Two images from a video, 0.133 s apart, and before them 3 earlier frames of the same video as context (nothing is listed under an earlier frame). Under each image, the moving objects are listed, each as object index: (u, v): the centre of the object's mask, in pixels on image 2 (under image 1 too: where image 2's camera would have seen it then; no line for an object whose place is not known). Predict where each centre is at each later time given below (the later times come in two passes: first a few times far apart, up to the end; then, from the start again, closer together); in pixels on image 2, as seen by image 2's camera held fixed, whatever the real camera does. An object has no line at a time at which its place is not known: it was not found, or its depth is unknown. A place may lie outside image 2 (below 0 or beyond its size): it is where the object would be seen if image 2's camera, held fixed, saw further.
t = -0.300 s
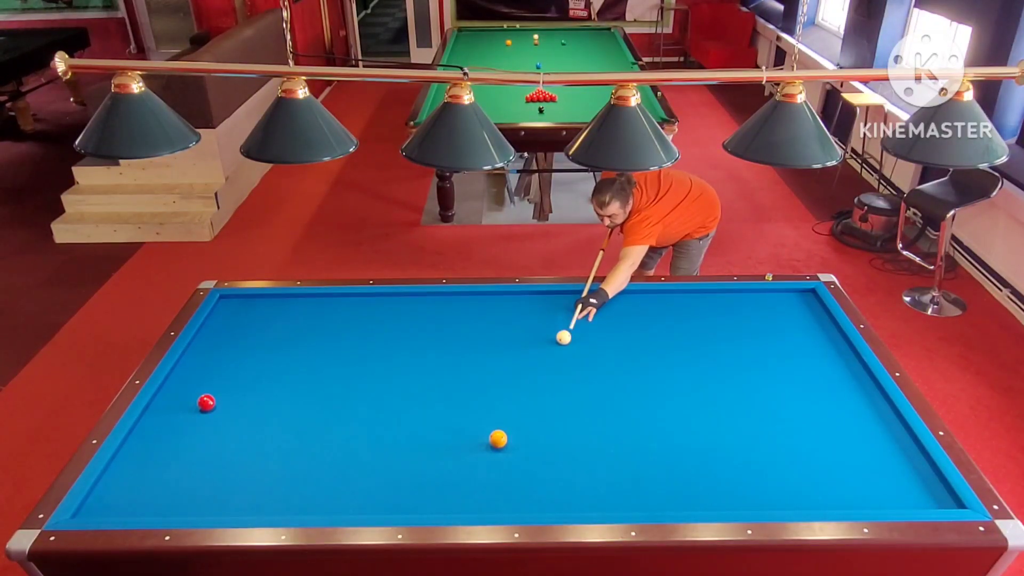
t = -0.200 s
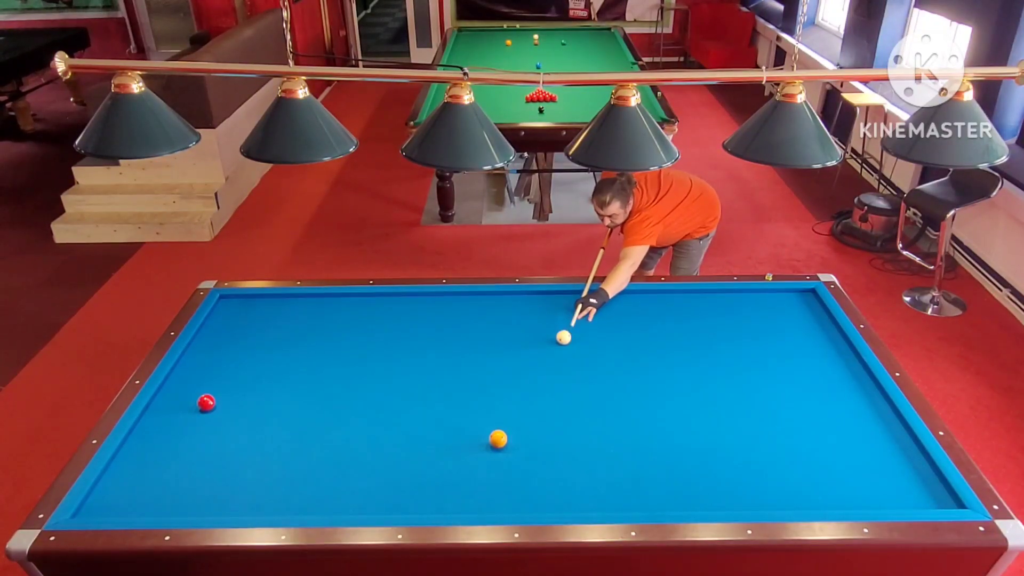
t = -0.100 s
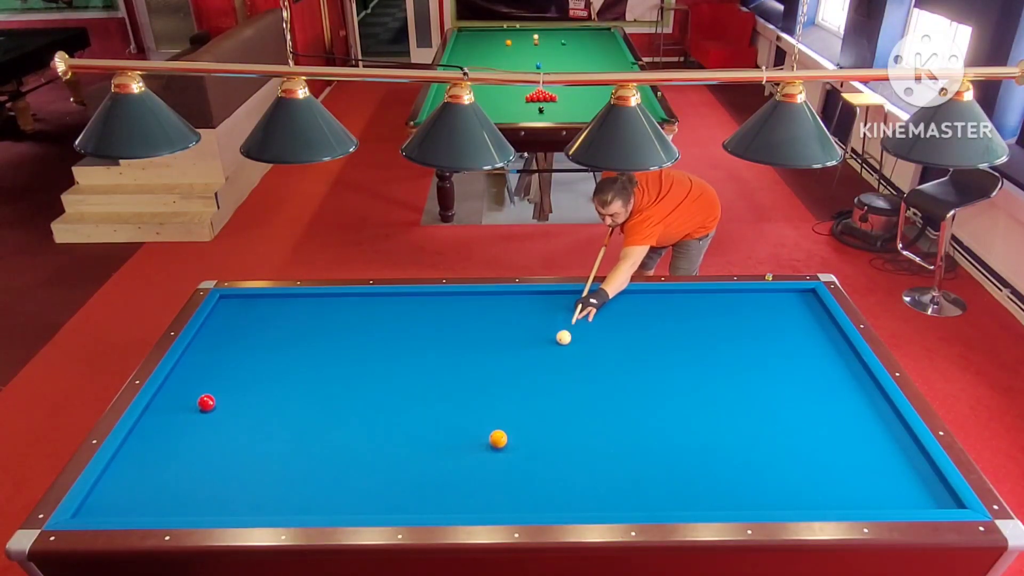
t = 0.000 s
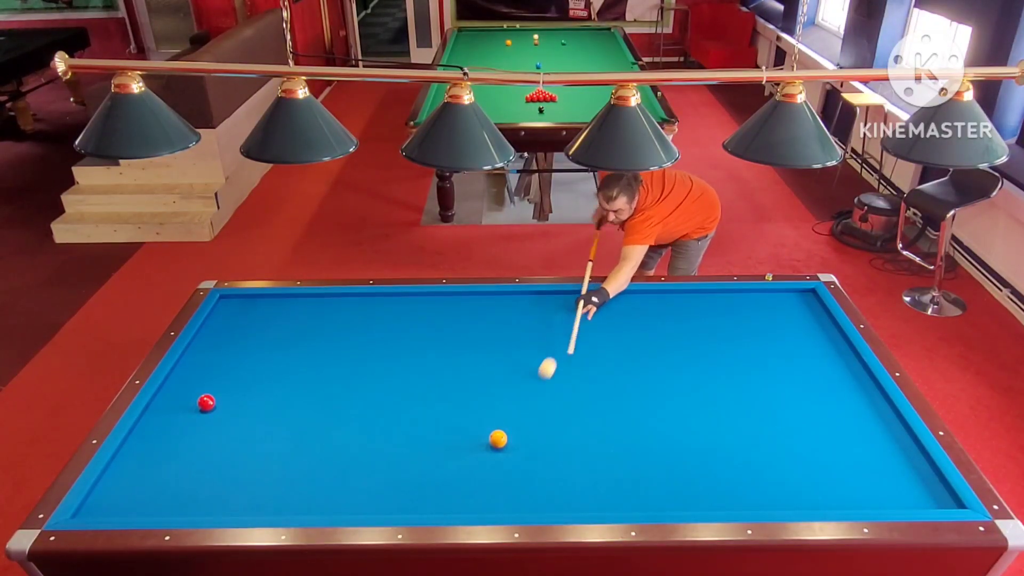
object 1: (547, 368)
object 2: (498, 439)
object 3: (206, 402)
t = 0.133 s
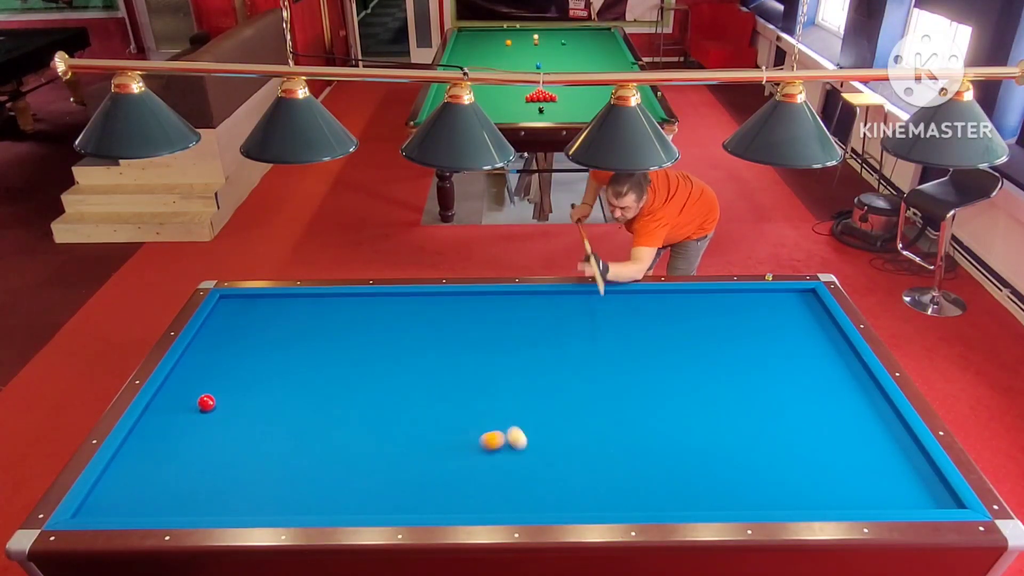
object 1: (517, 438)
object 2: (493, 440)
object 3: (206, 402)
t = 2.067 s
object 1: (708, 334)
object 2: (347, 410)
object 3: (206, 402)
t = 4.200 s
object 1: (334, 492)
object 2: (661, 306)
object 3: (206, 402)
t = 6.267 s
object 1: (160, 409)
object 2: (807, 321)
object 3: (206, 402)
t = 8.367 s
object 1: (243, 368)
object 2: (740, 355)
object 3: (223, 405)
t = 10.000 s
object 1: (265, 353)
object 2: (706, 371)
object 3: (223, 405)
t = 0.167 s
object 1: (526, 452)
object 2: (473, 445)
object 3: (206, 402)
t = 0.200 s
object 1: (536, 467)
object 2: (454, 450)
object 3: (206, 402)
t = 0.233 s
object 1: (546, 482)
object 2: (435, 455)
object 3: (206, 402)
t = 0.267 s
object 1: (557, 497)
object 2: (417, 460)
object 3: (206, 402)
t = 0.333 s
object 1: (581, 494)
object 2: (381, 469)
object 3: (206, 402)
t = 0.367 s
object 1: (593, 483)
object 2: (364, 473)
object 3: (206, 402)
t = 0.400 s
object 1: (604, 472)
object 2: (348, 477)
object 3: (206, 402)
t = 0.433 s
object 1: (615, 462)
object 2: (332, 482)
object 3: (206, 402)
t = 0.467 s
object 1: (626, 453)
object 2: (316, 486)
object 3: (206, 402)
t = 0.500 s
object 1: (636, 444)
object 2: (300, 489)
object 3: (206, 402)
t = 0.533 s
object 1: (646, 436)
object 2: (284, 494)
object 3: (206, 402)
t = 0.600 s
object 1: (665, 422)
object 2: (252, 502)
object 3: (207, 402)
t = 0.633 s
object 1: (674, 415)
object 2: (235, 506)
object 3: (207, 402)
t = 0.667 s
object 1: (682, 409)
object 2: (218, 509)
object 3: (207, 402)
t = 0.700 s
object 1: (691, 403)
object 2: (205, 509)
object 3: (207, 402)
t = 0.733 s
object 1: (699, 397)
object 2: (194, 506)
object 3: (207, 402)
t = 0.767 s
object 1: (707, 391)
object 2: (182, 505)
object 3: (206, 402)
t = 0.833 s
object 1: (723, 380)
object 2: (159, 501)
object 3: (207, 402)
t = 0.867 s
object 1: (731, 374)
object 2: (147, 499)
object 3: (207, 402)
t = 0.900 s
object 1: (738, 369)
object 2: (136, 497)
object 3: (206, 402)
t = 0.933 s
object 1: (745, 364)
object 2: (124, 496)
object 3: (206, 402)
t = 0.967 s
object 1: (753, 359)
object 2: (113, 494)
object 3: (206, 402)
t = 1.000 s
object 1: (760, 354)
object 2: (101, 492)
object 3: (206, 402)
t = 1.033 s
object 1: (766, 349)
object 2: (101, 489)
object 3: (206, 402)
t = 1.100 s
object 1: (780, 339)
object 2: (125, 483)
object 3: (206, 402)
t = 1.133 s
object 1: (786, 335)
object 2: (136, 480)
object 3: (206, 402)
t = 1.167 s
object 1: (792, 330)
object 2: (145, 477)
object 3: (206, 402)
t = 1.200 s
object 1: (799, 326)
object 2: (155, 474)
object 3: (206, 402)
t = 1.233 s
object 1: (805, 322)
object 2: (163, 471)
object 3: (206, 402)
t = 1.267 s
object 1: (811, 317)
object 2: (171, 468)
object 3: (206, 402)
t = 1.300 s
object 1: (816, 313)
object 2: (180, 465)
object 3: (206, 402)
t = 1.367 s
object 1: (814, 305)
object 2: (196, 460)
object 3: (206, 402)
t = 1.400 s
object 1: (805, 301)
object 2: (204, 457)
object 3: (206, 402)
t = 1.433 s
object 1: (797, 298)
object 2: (211, 455)
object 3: (206, 402)
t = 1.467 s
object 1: (789, 294)
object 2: (219, 452)
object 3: (206, 402)
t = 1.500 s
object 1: (783, 292)
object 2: (227, 450)
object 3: (206, 402)
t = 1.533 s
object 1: (779, 295)
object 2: (235, 447)
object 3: (206, 402)
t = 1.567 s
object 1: (775, 298)
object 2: (242, 445)
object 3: (206, 402)
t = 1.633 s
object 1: (766, 303)
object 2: (257, 439)
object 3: (206, 402)
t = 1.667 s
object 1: (762, 306)
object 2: (264, 437)
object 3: (206, 402)
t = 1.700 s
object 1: (758, 308)
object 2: (271, 435)
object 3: (206, 402)
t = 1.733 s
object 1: (753, 310)
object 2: (279, 432)
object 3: (206, 402)
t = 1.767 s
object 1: (749, 312)
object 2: (286, 430)
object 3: (206, 402)
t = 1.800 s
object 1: (745, 315)
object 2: (293, 428)
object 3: (206, 402)
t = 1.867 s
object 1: (736, 320)
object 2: (307, 423)
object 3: (206, 402)
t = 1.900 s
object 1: (731, 322)
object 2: (314, 421)
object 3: (206, 402)
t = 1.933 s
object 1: (727, 324)
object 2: (320, 419)
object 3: (206, 402)
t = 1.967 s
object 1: (722, 327)
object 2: (327, 417)
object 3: (206, 402)
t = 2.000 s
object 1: (718, 329)
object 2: (333, 414)
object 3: (206, 402)
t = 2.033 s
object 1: (713, 332)
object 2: (340, 412)
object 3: (206, 402)
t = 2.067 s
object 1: (708, 334)
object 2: (347, 410)
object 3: (206, 402)
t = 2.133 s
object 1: (699, 339)
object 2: (359, 405)
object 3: (206, 402)
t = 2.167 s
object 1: (694, 342)
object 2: (365, 404)
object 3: (206, 402)
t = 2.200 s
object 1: (689, 344)
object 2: (372, 401)
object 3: (206, 402)
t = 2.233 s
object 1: (684, 347)
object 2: (378, 399)
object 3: (206, 402)
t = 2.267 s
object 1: (679, 349)
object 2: (384, 397)
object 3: (206, 402)
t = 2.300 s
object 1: (674, 352)
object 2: (390, 395)
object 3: (206, 402)
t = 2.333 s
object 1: (669, 354)
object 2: (396, 393)
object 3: (206, 402)
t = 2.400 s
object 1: (659, 360)
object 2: (408, 389)
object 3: (206, 402)
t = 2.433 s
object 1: (654, 363)
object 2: (414, 387)
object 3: (206, 402)
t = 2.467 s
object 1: (649, 365)
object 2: (419, 385)
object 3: (206, 402)
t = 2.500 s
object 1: (643, 368)
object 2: (425, 384)
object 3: (206, 402)
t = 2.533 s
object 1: (638, 371)
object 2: (431, 382)
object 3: (206, 402)
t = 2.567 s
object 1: (633, 374)
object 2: (436, 380)
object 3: (206, 402)
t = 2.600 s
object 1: (627, 377)
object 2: (442, 378)
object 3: (206, 402)
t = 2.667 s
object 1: (616, 382)
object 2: (453, 374)
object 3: (206, 402)
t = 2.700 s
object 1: (611, 385)
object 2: (459, 373)
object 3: (206, 402)
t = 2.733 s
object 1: (605, 388)
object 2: (464, 371)
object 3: (206, 402)
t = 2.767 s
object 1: (600, 391)
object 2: (469, 369)
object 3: (206, 402)
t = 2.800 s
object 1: (594, 394)
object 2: (475, 367)
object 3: (206, 402)
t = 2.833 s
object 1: (588, 397)
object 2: (480, 366)
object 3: (206, 402)
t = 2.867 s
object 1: (582, 400)
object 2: (485, 364)
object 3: (206, 402)
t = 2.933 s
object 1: (571, 406)
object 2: (495, 360)
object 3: (206, 402)
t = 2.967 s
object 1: (564, 409)
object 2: (500, 359)
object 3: (206, 402)
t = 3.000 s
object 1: (558, 413)
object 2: (506, 357)
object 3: (206, 402)
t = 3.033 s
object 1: (552, 416)
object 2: (511, 355)
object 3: (206, 402)
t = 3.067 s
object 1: (546, 419)
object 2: (515, 354)
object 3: (206, 402)
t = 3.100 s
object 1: (540, 422)
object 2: (520, 352)
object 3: (206, 402)
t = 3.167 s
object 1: (527, 429)
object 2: (530, 349)
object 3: (206, 402)
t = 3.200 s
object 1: (521, 432)
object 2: (535, 347)
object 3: (206, 402)
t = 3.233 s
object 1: (514, 436)
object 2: (540, 346)
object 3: (206, 402)
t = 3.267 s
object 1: (508, 439)
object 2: (544, 344)
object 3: (206, 402)
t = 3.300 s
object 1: (502, 442)
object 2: (549, 343)
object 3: (206, 402)
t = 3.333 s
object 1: (495, 446)
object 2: (554, 341)
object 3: (206, 402)
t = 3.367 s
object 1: (488, 449)
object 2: (558, 340)
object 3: (206, 402)
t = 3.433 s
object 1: (474, 457)
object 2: (567, 337)
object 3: (206, 402)
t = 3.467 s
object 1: (468, 460)
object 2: (572, 335)
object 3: (206, 402)
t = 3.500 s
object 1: (461, 463)
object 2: (576, 334)
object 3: (206, 402)
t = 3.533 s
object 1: (454, 467)
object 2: (580, 332)
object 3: (206, 402)
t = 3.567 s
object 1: (447, 471)
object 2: (585, 331)
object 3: (206, 402)
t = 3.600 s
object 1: (440, 474)
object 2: (589, 329)
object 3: (206, 402)
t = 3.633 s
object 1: (432, 478)
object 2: (593, 328)
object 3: (206, 402)
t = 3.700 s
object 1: (418, 486)
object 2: (602, 325)
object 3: (206, 402)
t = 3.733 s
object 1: (411, 489)
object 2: (606, 324)
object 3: (206, 402)
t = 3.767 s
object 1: (403, 493)
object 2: (610, 322)
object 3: (206, 402)
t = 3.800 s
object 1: (395, 497)
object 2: (614, 321)
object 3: (206, 402)
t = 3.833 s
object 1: (387, 501)
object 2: (618, 320)
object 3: (206, 402)
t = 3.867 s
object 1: (380, 505)
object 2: (622, 318)
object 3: (206, 402)
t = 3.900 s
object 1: (373, 507)
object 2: (626, 317)
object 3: (206, 402)
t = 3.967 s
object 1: (363, 505)
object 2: (634, 315)
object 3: (206, 402)
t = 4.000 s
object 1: (359, 503)
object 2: (638, 313)
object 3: (206, 402)
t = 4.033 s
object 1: (355, 501)
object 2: (642, 312)
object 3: (206, 402)
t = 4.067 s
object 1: (351, 499)
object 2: (646, 311)
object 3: (206, 402)
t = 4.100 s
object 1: (346, 497)
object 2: (650, 310)
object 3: (206, 402)
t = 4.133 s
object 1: (342, 495)
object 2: (654, 308)
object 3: (206, 402)
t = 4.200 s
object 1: (334, 492)
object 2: (661, 306)
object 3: (206, 402)
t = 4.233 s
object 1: (330, 490)
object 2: (665, 305)
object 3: (206, 402)
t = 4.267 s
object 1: (326, 489)
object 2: (669, 304)
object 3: (206, 402)
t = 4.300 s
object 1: (322, 487)
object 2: (672, 302)
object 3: (206, 402)
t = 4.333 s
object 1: (318, 485)
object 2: (676, 301)
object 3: (206, 402)
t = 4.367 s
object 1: (314, 483)
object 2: (680, 300)
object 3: (206, 402)
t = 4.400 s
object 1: (310, 482)
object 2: (683, 299)
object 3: (206, 402)
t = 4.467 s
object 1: (303, 478)
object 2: (690, 297)
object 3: (206, 402)
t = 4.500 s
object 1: (299, 477)
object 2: (694, 296)
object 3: (206, 402)
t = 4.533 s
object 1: (295, 475)
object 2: (697, 294)
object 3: (206, 402)
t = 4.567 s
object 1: (291, 474)
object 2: (700, 293)
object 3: (206, 402)
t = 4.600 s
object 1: (287, 472)
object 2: (704, 292)
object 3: (206, 402)
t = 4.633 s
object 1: (284, 470)
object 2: (707, 293)
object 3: (206, 402)
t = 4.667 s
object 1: (280, 469)
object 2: (711, 293)
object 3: (206, 402)
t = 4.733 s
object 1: (273, 466)
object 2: (717, 295)
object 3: (206, 402)
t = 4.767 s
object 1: (270, 464)
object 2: (721, 295)
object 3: (206, 402)
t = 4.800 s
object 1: (266, 463)
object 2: (724, 296)
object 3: (206, 402)
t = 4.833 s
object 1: (262, 461)
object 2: (727, 296)
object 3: (206, 402)
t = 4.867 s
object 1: (259, 460)
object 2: (731, 297)
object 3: (206, 402)
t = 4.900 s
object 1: (256, 459)
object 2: (734, 297)
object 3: (206, 402)
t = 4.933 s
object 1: (252, 457)
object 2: (737, 298)
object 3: (206, 402)
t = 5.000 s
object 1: (246, 454)
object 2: (744, 299)
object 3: (206, 402)
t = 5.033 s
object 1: (242, 453)
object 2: (747, 300)
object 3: (206, 402)
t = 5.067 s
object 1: (239, 451)
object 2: (751, 300)
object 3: (206, 402)
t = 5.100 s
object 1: (236, 450)
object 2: (754, 301)
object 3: (206, 402)
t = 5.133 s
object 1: (232, 448)
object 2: (757, 301)
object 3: (206, 402)
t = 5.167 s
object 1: (229, 447)
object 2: (760, 302)
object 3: (206, 402)
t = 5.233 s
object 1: (223, 444)
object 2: (767, 303)
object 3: (206, 402)
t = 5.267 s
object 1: (220, 443)
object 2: (770, 303)
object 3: (206, 402)
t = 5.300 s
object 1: (216, 442)
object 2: (774, 304)
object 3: (206, 402)
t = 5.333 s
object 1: (213, 441)
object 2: (777, 304)
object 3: (206, 402)
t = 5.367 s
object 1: (210, 439)
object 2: (780, 305)
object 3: (206, 402)
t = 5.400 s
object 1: (207, 438)
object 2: (783, 305)
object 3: (206, 402)
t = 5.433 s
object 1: (204, 437)
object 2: (787, 306)
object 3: (206, 402)
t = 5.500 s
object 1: (198, 434)
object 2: (793, 307)
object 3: (206, 402)
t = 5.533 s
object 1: (195, 432)
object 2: (796, 307)
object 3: (206, 402)
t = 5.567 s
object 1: (192, 431)
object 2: (800, 308)
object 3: (206, 402)
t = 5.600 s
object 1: (189, 430)
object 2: (803, 309)
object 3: (206, 402)
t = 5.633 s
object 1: (186, 429)
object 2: (806, 309)
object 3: (206, 402)
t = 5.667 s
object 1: (183, 428)
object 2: (809, 310)
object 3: (206, 402)
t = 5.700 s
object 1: (180, 427)
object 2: (813, 310)
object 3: (206, 402)
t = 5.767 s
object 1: (175, 425)
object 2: (819, 311)
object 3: (206, 402)
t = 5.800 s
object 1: (172, 423)
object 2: (822, 312)
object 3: (206, 402)
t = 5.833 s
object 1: (169, 422)
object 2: (823, 312)
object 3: (206, 402)
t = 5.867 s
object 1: (167, 421)
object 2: (822, 313)
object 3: (206, 402)
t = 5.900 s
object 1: (164, 420)
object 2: (821, 314)
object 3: (206, 402)
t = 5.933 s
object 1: (161, 418)
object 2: (819, 314)
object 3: (206, 402)
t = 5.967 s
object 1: (158, 418)
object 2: (818, 315)
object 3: (206, 402)
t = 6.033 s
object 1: (153, 415)
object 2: (816, 316)
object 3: (206, 402)
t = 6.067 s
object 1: (151, 414)
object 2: (814, 317)
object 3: (206, 402)
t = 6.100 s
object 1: (148, 413)
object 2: (813, 317)
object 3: (206, 402)
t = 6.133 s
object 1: (150, 412)
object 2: (812, 318)
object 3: (206, 402)
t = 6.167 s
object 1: (153, 411)
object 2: (811, 319)
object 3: (206, 402)
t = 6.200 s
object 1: (155, 411)
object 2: (809, 319)
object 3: (206, 402)
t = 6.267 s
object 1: (160, 409)
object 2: (807, 321)
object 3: (206, 402)
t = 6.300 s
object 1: (163, 408)
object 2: (806, 321)
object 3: (206, 402)
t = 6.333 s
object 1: (165, 407)
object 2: (805, 322)
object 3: (206, 402)
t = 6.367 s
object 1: (167, 407)
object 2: (804, 323)
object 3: (206, 402)
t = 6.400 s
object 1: (170, 406)
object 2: (802, 323)
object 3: (206, 402)
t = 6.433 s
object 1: (172, 405)
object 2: (801, 324)
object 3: (206, 402)
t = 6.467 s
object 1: (174, 405)
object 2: (800, 324)
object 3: (206, 402)
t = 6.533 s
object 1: (179, 403)
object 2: (798, 326)
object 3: (206, 402)
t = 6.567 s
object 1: (181, 402)
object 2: (796, 326)
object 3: (206, 402)
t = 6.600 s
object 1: (183, 401)
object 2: (795, 327)
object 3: (206, 402)
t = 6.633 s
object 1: (185, 401)
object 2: (794, 327)
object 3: (206, 402)
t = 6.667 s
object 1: (187, 400)
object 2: (793, 328)
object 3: (206, 402)
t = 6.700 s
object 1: (190, 399)
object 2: (792, 329)
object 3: (207, 402)
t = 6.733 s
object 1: (191, 399)
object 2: (790, 329)
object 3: (207, 402)
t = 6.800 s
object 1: (194, 397)
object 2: (788, 330)
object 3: (207, 403)
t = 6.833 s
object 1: (196, 396)
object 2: (787, 331)
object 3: (208, 403)
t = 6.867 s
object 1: (197, 395)
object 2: (786, 332)
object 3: (209, 403)
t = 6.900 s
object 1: (198, 394)
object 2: (785, 332)
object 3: (209, 403)
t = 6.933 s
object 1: (200, 393)
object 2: (783, 333)
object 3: (210, 403)
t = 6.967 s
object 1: (201, 392)
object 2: (782, 333)
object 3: (210, 403)
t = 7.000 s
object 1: (203, 392)
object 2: (781, 334)
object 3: (211, 403)
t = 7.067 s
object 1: (206, 390)
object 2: (779, 335)
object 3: (212, 403)
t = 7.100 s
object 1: (207, 390)
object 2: (778, 336)
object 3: (212, 403)
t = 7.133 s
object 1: (208, 389)
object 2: (777, 336)
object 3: (213, 403)
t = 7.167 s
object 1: (209, 388)
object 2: (776, 337)
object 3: (213, 403)
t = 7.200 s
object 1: (211, 388)
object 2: (775, 337)
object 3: (214, 404)
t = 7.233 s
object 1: (212, 387)
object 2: (773, 338)
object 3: (214, 404)
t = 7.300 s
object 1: (214, 386)
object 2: (771, 339)
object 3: (215, 403)
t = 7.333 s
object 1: (215, 385)
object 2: (770, 340)
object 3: (216, 404)
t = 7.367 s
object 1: (216, 385)
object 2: (769, 340)
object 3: (216, 403)
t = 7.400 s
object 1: (218, 384)
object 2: (768, 341)
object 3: (217, 404)
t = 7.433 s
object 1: (218, 383)
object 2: (767, 341)
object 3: (217, 404)
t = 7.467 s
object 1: (220, 383)
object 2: (766, 342)
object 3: (217, 404)
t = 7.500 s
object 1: (221, 382)
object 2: (765, 342)
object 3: (218, 404)
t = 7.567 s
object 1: (222, 381)
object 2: (763, 343)
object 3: (219, 404)
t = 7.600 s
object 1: (224, 380)
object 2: (762, 344)
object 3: (219, 404)
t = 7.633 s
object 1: (225, 380)
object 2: (761, 344)
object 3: (219, 404)
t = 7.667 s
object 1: (226, 379)
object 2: (760, 345)
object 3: (220, 404)
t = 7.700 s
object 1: (226, 378)
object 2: (758, 346)
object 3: (220, 404)
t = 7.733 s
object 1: (227, 378)
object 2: (757, 346)
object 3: (220, 404)
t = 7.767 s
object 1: (228, 377)
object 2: (756, 347)
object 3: (221, 404)
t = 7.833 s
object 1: (230, 376)
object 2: (754, 347)
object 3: (221, 404)
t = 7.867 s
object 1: (231, 376)
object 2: (754, 348)
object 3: (221, 404)
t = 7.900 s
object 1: (232, 375)
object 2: (753, 348)
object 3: (221, 404)
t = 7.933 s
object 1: (233, 374)
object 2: (752, 349)
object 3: (222, 404)
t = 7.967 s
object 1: (234, 374)
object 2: (751, 349)
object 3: (222, 404)
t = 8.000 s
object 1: (235, 373)
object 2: (750, 350)
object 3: (222, 404)
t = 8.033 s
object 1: (236, 373)
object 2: (749, 350)
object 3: (222, 404)
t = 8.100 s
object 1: (237, 372)
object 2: (747, 351)
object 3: (223, 404)
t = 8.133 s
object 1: (238, 371)
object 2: (746, 352)
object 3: (223, 404)
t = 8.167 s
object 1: (239, 371)
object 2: (745, 352)
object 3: (223, 404)
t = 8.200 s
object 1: (239, 370)
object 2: (744, 353)
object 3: (223, 405)
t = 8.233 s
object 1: (240, 370)
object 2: (743, 353)
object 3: (223, 405)
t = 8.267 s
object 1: (241, 369)
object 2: (742, 354)
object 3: (223, 405)
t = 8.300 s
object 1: (242, 369)
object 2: (741, 354)
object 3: (223, 405)
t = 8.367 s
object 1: (243, 368)
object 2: (740, 355)
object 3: (223, 405)
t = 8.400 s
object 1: (244, 367)
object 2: (739, 355)
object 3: (223, 405)
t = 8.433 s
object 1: (244, 367)
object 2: (738, 356)
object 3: (223, 404)
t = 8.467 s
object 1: (245, 366)
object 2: (737, 356)
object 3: (223, 404)
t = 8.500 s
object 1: (246, 366)
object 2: (736, 357)
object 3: (223, 404)
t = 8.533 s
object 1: (246, 366)
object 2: (735, 357)
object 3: (223, 405)
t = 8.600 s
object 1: (248, 365)
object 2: (733, 358)
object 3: (223, 404)
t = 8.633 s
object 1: (248, 364)
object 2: (733, 358)
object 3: (223, 405)
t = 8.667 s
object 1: (249, 364)
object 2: (732, 359)
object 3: (223, 404)
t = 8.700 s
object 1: (249, 364)
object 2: (731, 359)
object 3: (223, 404)
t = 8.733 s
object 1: (250, 363)
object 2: (730, 359)
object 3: (223, 404)
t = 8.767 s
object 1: (250, 363)
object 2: (729, 360)
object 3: (223, 404)
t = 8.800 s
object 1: (251, 362)
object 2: (729, 360)
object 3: (223, 404)
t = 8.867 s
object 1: (252, 362)
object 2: (727, 361)
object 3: (223, 405)
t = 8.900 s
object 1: (253, 361)
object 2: (726, 361)
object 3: (223, 405)
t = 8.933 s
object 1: (253, 361)
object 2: (725, 362)
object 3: (223, 405)
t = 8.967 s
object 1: (254, 361)
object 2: (724, 362)
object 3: (223, 405)
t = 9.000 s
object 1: (254, 360)
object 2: (724, 362)
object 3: (223, 404)
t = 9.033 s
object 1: (255, 360)
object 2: (723, 363)
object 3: (223, 405)
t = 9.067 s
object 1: (255, 360)
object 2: (722, 363)
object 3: (223, 405)
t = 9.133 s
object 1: (256, 359)
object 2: (721, 364)
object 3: (223, 405)
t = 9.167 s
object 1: (256, 359)
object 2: (720, 364)
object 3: (223, 405)
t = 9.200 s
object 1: (257, 358)
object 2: (720, 364)
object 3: (223, 404)
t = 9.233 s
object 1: (257, 358)
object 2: (719, 365)
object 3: (223, 405)
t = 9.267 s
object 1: (257, 358)
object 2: (718, 365)
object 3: (223, 405)
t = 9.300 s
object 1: (258, 357)
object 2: (718, 365)
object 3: (223, 405)
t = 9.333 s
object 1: (258, 357)
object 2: (717, 366)
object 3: (223, 405)
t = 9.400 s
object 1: (259, 357)
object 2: (716, 366)
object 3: (223, 405)
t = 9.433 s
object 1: (259, 357)
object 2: (715, 367)
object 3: (223, 405)
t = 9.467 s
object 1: (260, 356)
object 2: (715, 367)
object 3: (223, 405)
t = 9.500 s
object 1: (260, 356)
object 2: (714, 367)
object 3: (223, 405)
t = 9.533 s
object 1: (260, 356)
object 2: (713, 368)
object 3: (223, 405)
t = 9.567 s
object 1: (261, 355)
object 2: (713, 368)
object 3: (223, 405)
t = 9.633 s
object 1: (262, 355)
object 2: (712, 368)
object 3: (223, 405)
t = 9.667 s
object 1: (262, 355)
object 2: (711, 369)
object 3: (223, 405)
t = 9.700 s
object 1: (262, 355)
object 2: (710, 369)
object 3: (223, 405)
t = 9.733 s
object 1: (262, 354)
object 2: (710, 369)
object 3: (223, 405)
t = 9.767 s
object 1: (263, 354)
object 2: (709, 369)
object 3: (223, 405)
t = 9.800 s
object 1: (263, 354)
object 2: (709, 369)
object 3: (223, 405)
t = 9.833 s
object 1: (263, 354)
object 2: (708, 370)
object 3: (223, 405)
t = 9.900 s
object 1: (264, 353)
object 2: (707, 370)
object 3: (223, 405)
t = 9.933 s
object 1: (264, 353)
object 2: (707, 371)
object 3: (223, 405)
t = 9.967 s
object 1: (264, 353)
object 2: (706, 371)
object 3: (223, 405)
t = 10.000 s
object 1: (265, 353)
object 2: (706, 371)
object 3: (223, 405)
